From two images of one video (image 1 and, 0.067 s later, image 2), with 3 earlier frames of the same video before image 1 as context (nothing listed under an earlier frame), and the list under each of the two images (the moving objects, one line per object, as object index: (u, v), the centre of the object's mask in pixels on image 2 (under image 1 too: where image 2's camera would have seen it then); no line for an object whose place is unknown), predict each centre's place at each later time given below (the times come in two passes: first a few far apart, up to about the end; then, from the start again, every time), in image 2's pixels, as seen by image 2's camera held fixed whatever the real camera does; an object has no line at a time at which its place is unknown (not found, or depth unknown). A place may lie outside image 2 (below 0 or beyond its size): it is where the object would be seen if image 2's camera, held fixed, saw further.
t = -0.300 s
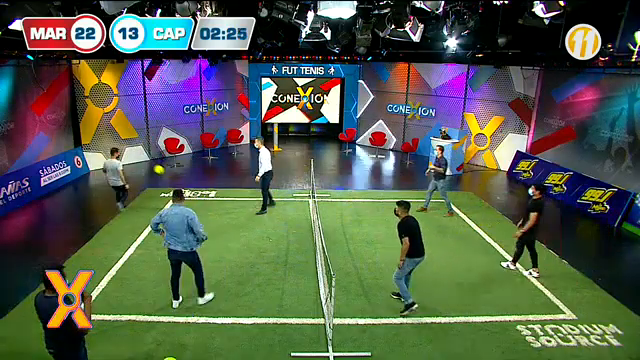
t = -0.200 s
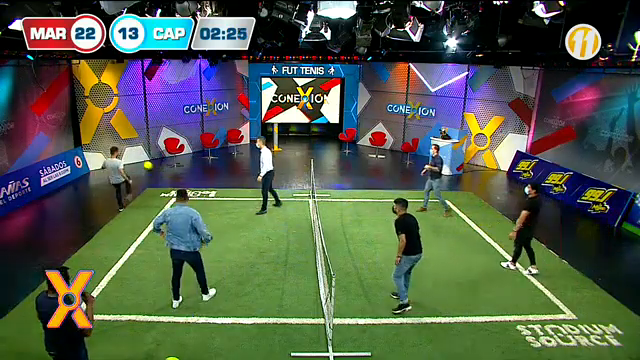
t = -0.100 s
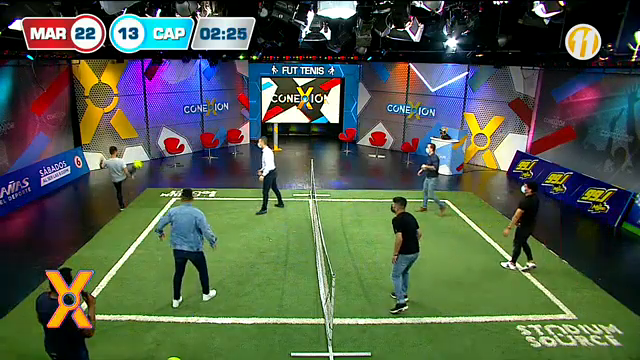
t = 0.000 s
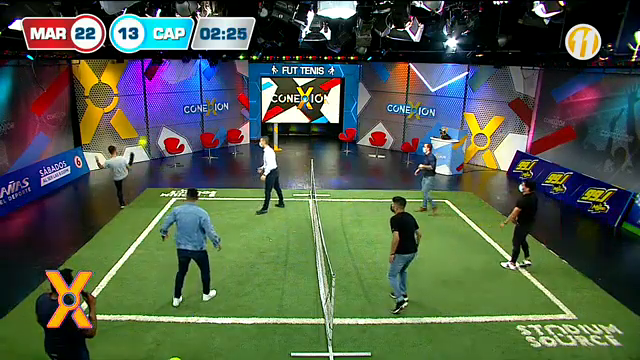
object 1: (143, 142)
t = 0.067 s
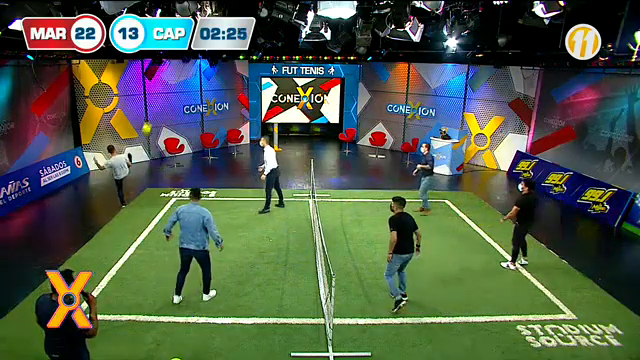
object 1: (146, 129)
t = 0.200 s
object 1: (156, 104)
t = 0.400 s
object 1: (171, 80)
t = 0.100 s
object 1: (148, 122)
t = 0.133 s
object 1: (151, 116)
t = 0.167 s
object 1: (153, 110)
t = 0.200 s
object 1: (156, 104)
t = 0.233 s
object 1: (158, 99)
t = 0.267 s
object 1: (161, 95)
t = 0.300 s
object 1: (163, 91)
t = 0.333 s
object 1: (166, 87)
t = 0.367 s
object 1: (169, 83)
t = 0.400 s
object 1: (171, 80)
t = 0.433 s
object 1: (174, 78)
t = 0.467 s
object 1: (177, 76)
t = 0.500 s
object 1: (180, 74)
